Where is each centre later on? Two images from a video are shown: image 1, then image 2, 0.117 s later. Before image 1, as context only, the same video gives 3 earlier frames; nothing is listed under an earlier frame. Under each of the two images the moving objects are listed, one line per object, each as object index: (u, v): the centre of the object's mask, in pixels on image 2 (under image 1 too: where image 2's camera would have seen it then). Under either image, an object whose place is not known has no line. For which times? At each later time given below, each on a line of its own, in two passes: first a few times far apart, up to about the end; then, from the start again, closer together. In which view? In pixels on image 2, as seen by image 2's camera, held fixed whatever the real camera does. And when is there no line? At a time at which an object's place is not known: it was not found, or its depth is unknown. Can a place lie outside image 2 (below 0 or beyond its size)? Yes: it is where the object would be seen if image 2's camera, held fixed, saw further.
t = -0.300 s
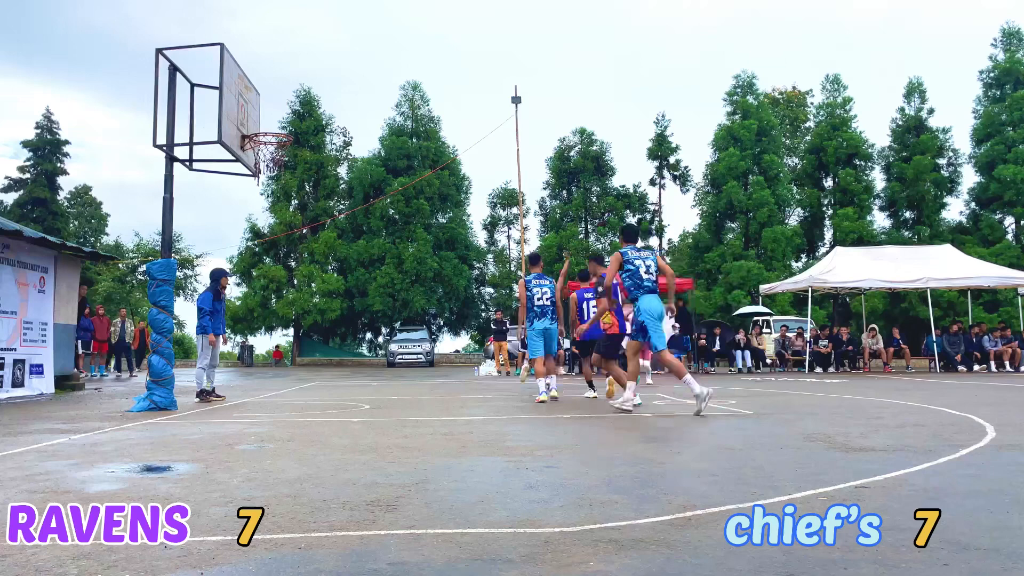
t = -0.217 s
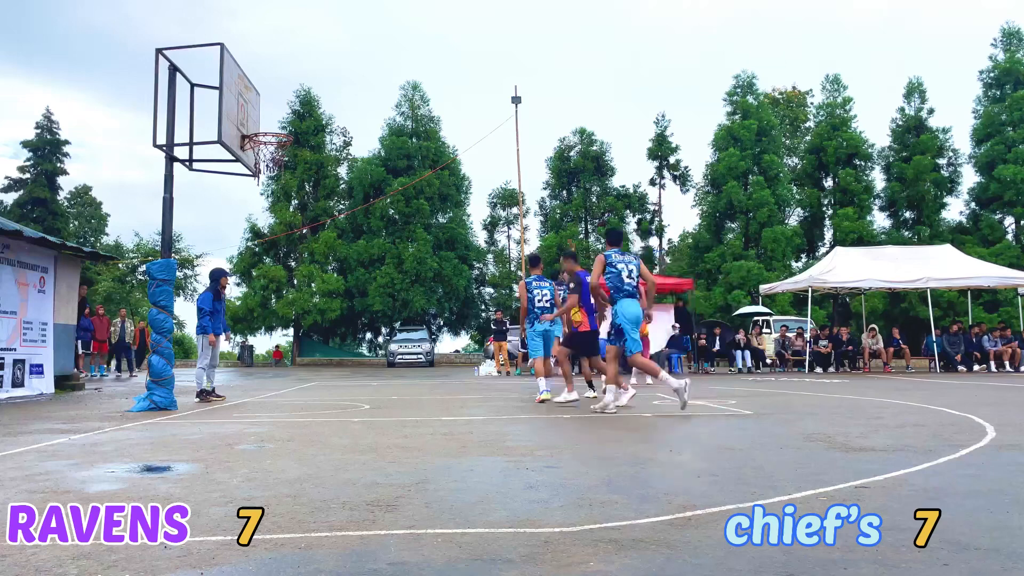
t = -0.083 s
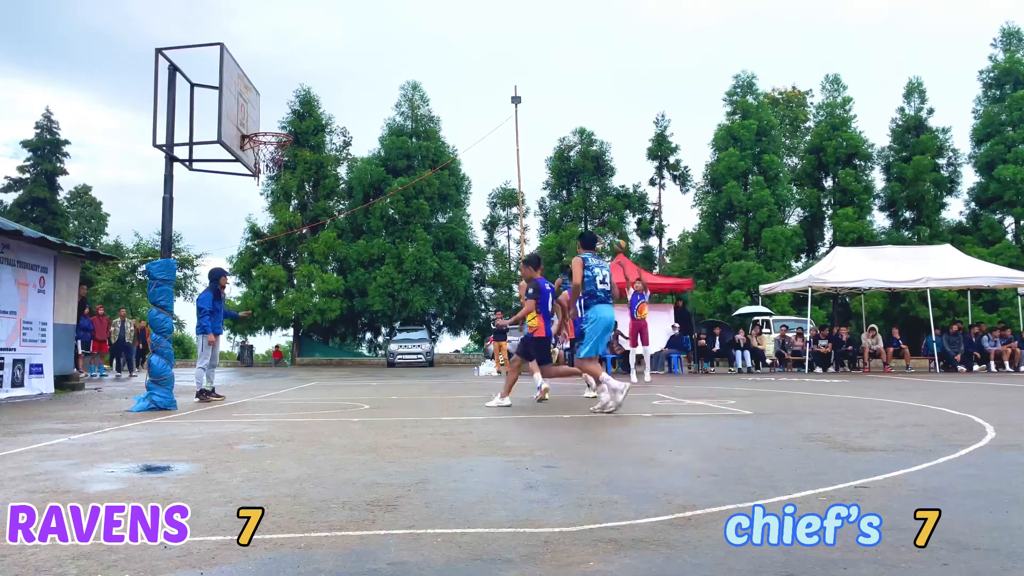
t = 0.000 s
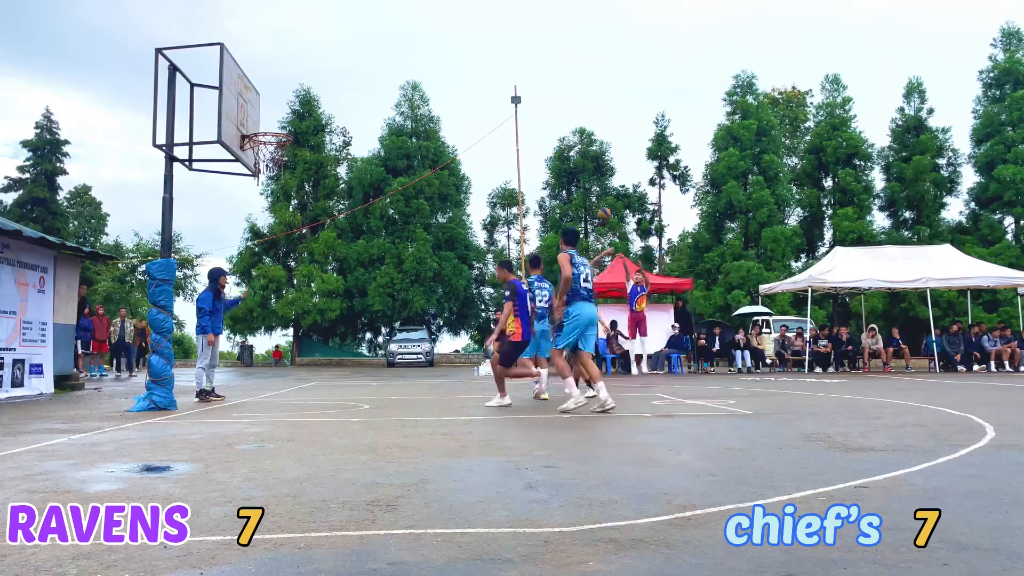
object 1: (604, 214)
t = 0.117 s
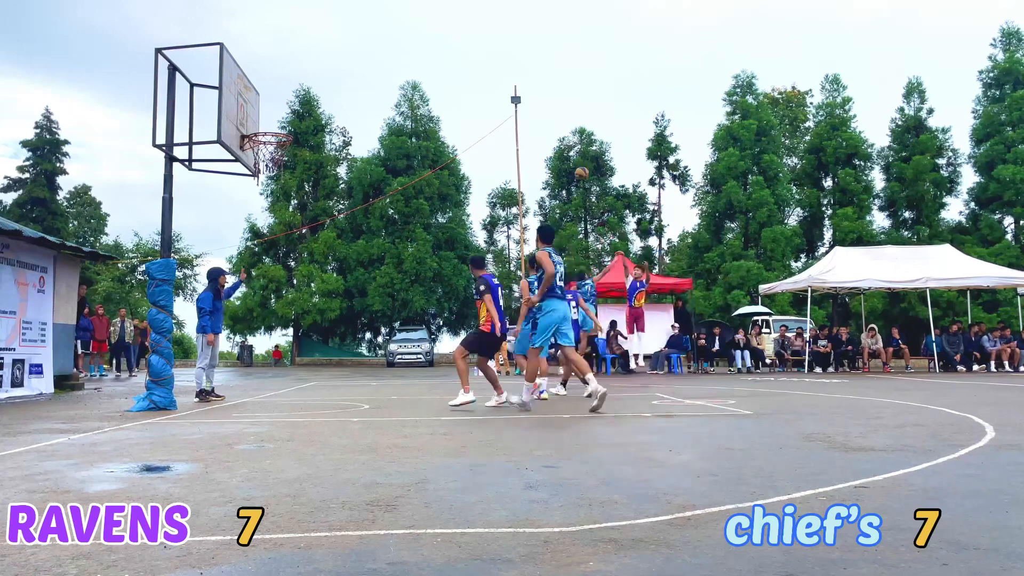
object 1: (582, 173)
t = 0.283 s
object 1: (547, 126)
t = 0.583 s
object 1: (476, 76)
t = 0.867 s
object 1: (396, 80)
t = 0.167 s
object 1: (571, 157)
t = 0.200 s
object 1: (564, 148)
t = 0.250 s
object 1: (554, 135)
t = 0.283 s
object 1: (547, 126)
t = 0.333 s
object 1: (536, 114)
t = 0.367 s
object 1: (529, 107)
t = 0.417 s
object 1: (517, 98)
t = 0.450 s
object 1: (509, 92)
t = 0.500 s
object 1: (497, 85)
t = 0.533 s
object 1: (489, 81)
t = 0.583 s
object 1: (476, 76)
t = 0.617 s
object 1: (467, 74)
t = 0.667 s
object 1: (454, 72)
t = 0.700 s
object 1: (445, 71)
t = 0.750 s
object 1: (430, 72)
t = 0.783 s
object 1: (421, 73)
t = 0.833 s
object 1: (406, 77)
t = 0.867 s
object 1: (396, 80)
